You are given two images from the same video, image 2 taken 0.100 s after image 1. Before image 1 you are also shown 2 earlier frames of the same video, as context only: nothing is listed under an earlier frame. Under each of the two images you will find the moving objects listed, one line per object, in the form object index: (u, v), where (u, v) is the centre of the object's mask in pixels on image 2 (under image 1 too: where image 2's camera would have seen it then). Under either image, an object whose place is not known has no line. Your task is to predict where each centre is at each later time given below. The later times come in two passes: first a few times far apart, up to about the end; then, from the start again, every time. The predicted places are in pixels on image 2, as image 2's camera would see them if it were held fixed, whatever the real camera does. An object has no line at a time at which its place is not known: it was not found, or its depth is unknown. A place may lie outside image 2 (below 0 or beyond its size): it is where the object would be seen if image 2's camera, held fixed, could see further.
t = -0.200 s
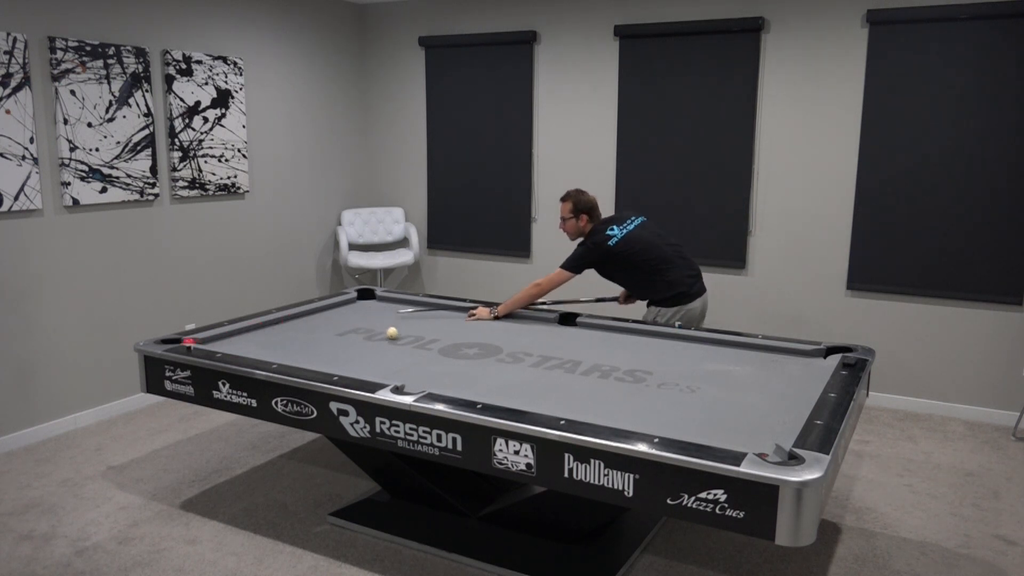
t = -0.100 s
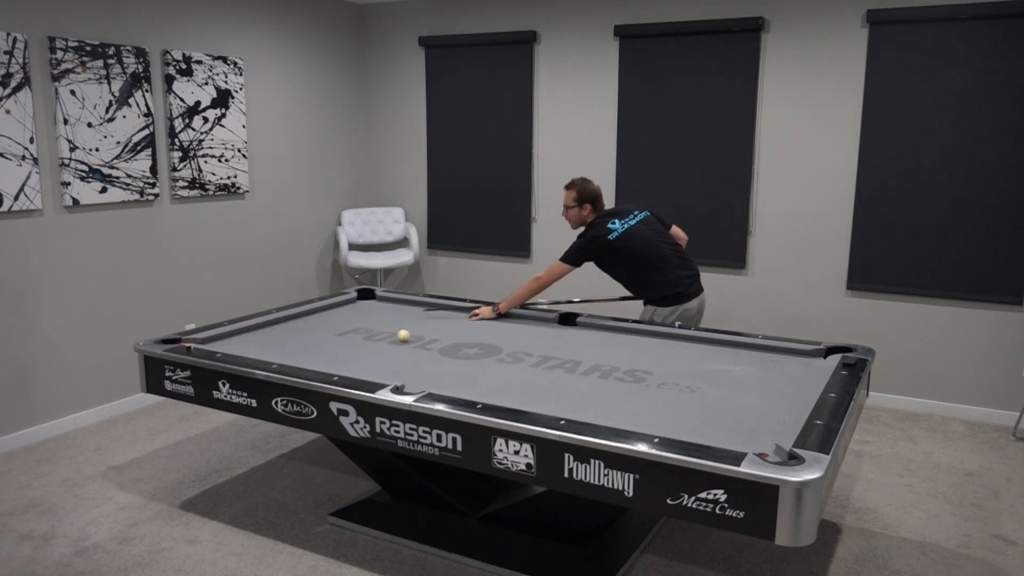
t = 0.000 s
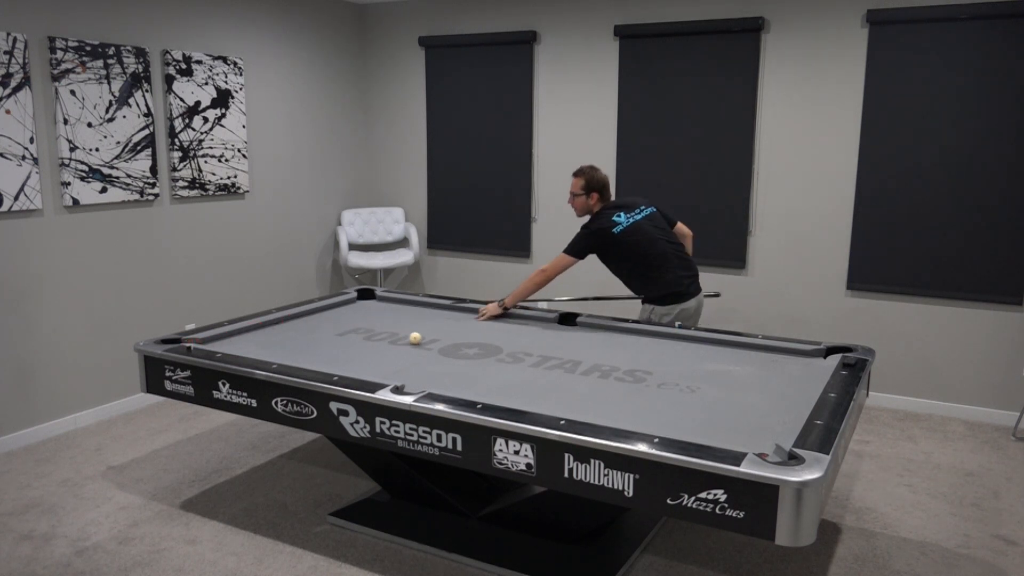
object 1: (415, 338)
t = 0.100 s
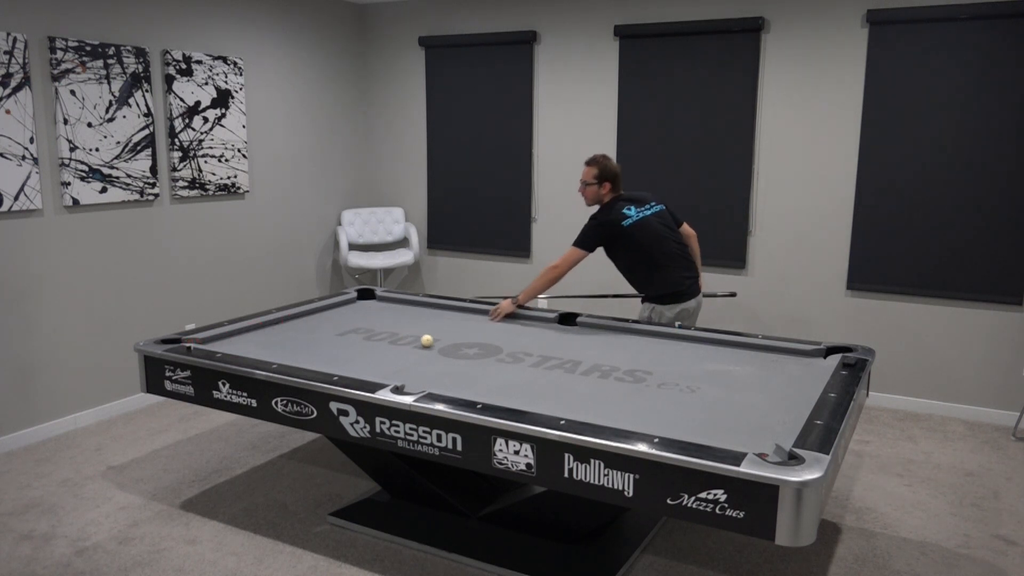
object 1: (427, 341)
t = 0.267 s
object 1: (446, 345)
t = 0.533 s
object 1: (479, 352)
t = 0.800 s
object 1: (513, 360)
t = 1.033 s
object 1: (543, 367)
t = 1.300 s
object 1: (579, 375)
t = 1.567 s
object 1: (615, 383)
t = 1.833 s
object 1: (653, 392)
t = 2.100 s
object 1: (692, 400)
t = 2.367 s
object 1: (732, 409)
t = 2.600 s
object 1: (767, 417)
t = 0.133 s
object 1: (431, 342)
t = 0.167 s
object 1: (435, 343)
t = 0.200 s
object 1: (439, 343)
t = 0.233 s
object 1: (442, 344)
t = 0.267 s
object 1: (446, 345)
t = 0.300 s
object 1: (450, 346)
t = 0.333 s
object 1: (454, 347)
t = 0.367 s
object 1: (458, 348)
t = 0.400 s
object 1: (462, 349)
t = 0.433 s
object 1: (466, 350)
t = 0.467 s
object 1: (471, 351)
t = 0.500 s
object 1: (474, 352)
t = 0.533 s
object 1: (479, 352)
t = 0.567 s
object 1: (483, 353)
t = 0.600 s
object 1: (487, 354)
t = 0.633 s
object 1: (492, 356)
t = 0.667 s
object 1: (496, 356)
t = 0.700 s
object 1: (500, 357)
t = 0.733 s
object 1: (504, 358)
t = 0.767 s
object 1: (508, 359)
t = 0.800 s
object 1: (513, 360)
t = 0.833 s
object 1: (517, 361)
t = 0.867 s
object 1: (521, 362)
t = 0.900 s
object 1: (526, 363)
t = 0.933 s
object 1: (530, 364)
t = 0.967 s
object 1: (534, 365)
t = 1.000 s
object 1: (538, 366)
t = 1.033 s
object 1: (543, 367)
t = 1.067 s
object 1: (547, 368)
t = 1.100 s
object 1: (552, 369)
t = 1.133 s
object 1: (556, 370)
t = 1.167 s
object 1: (561, 371)
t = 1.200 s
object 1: (565, 372)
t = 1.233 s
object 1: (570, 373)
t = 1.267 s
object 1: (574, 374)
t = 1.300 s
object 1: (579, 375)
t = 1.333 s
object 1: (583, 376)
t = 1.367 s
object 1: (588, 377)
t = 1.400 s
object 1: (592, 378)
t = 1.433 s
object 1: (597, 379)
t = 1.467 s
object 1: (602, 380)
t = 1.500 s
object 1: (606, 381)
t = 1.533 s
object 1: (611, 382)
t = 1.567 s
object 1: (615, 383)
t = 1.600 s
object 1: (620, 385)
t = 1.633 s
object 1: (625, 386)
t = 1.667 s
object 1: (630, 387)
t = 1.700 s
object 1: (634, 388)
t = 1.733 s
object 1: (639, 389)
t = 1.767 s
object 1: (644, 390)
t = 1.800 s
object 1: (648, 391)
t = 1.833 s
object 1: (653, 392)
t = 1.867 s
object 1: (658, 393)
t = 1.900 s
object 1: (663, 394)
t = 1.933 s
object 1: (667, 395)
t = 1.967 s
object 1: (672, 396)
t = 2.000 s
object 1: (677, 397)
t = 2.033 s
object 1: (682, 398)
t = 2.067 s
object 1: (687, 399)
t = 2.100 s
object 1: (692, 400)
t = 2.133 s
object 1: (697, 401)
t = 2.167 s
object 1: (702, 403)
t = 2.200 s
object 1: (707, 404)
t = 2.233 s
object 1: (712, 405)
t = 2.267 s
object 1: (716, 406)
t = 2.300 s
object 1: (722, 407)
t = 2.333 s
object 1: (727, 408)
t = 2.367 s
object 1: (732, 409)
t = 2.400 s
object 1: (737, 410)
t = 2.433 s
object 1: (742, 412)
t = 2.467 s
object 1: (747, 413)
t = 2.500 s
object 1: (752, 414)
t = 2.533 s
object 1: (757, 415)
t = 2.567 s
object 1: (762, 416)
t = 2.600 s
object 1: (767, 417)
